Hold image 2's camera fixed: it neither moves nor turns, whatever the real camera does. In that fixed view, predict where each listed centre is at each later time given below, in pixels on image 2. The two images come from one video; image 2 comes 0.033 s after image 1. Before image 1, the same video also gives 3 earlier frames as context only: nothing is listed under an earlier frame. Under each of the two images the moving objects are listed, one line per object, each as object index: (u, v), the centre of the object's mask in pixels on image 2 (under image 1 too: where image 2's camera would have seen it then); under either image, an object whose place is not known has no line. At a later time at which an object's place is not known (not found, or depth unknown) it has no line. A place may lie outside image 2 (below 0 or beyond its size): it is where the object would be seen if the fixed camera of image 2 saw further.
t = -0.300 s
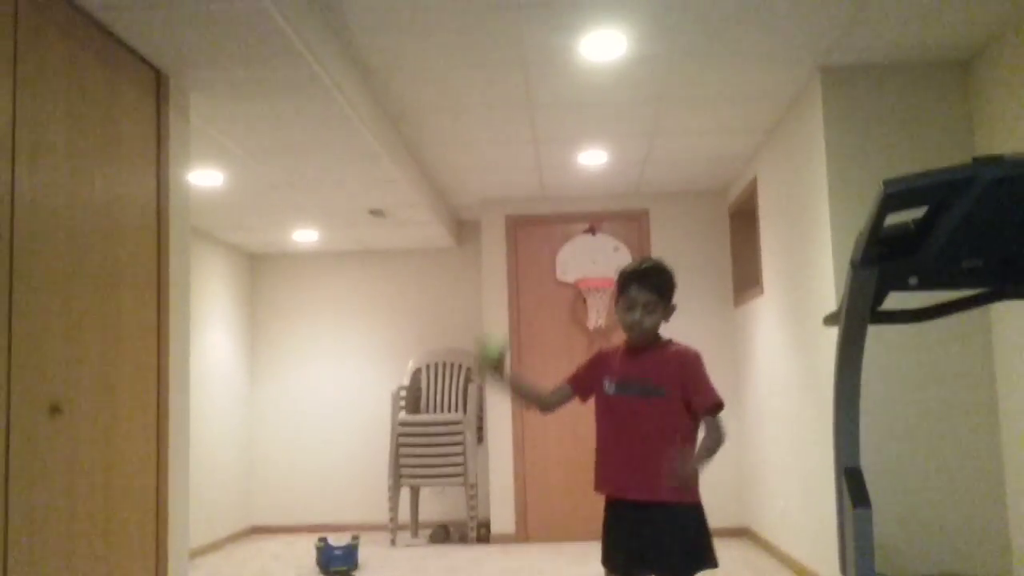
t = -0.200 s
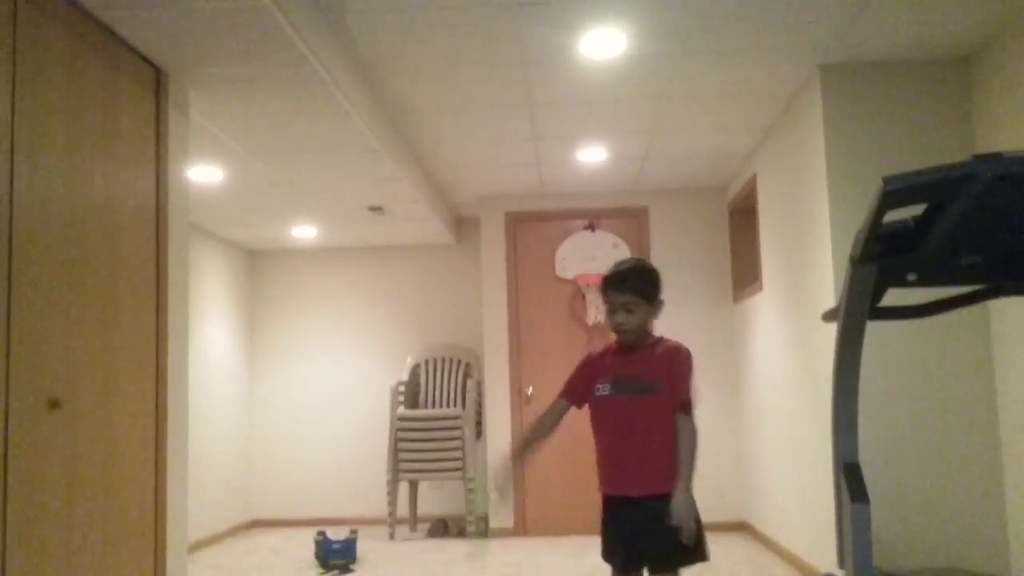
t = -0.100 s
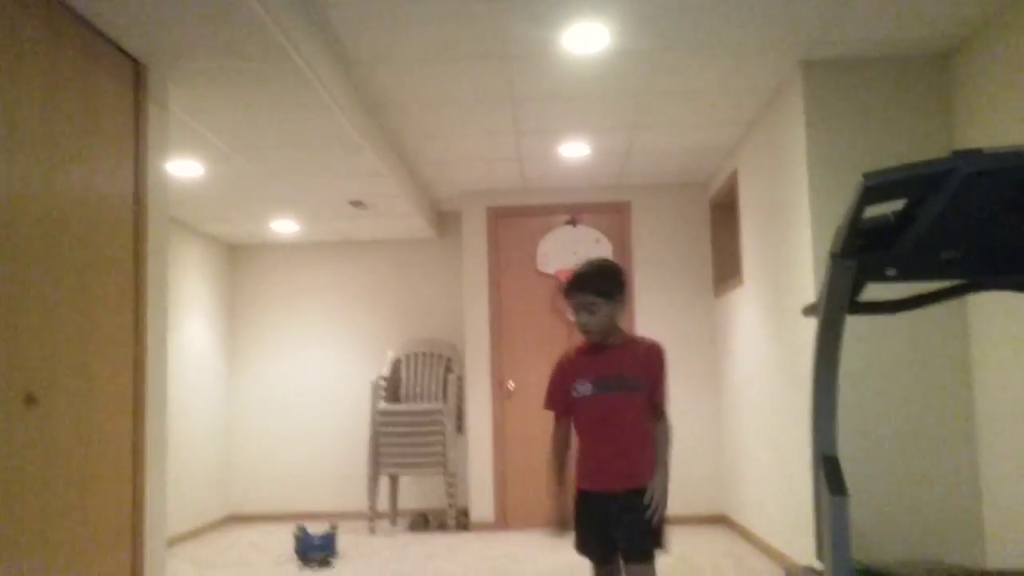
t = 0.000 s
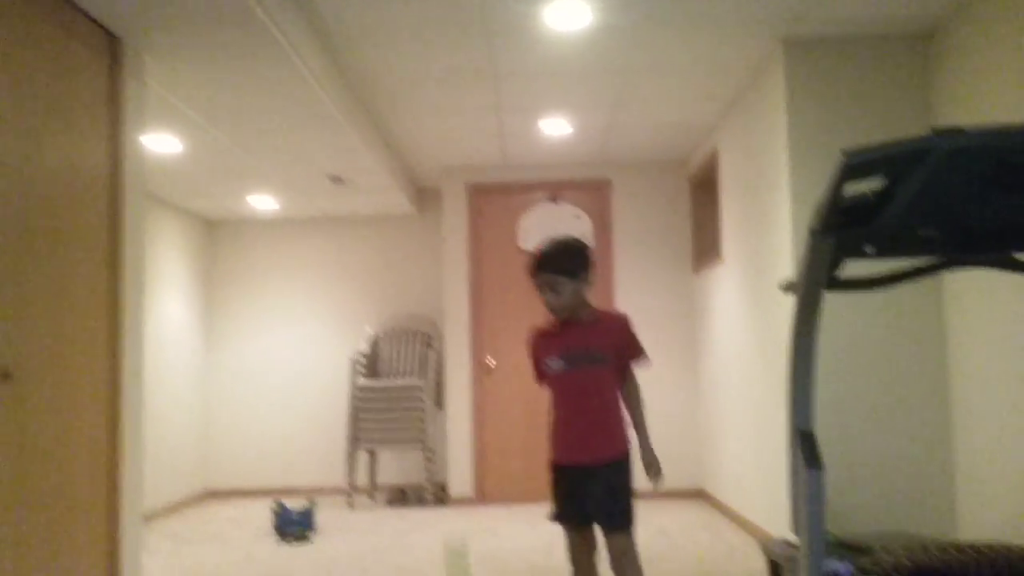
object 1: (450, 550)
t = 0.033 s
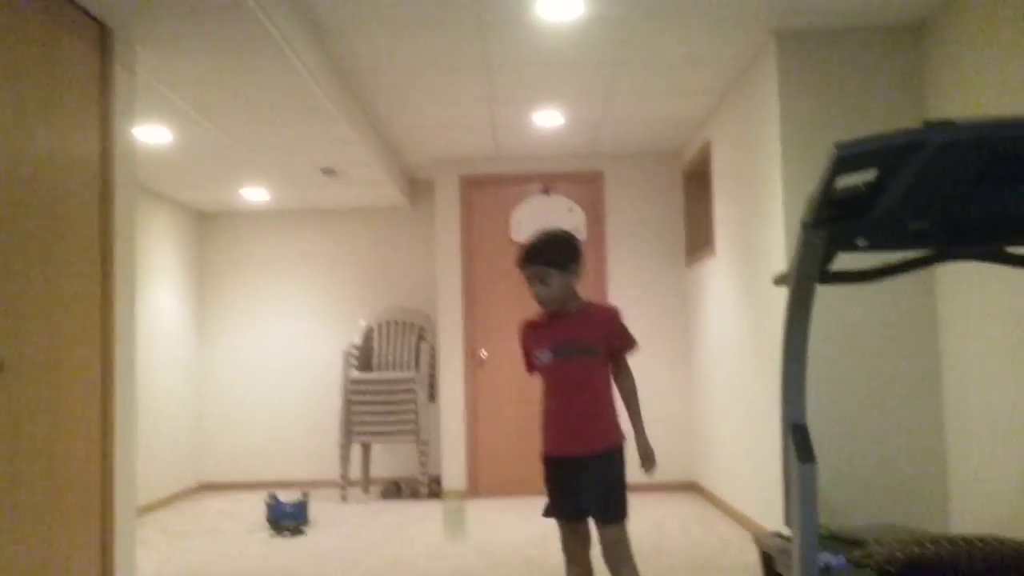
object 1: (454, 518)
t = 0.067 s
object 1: (459, 483)
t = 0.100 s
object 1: (463, 455)
